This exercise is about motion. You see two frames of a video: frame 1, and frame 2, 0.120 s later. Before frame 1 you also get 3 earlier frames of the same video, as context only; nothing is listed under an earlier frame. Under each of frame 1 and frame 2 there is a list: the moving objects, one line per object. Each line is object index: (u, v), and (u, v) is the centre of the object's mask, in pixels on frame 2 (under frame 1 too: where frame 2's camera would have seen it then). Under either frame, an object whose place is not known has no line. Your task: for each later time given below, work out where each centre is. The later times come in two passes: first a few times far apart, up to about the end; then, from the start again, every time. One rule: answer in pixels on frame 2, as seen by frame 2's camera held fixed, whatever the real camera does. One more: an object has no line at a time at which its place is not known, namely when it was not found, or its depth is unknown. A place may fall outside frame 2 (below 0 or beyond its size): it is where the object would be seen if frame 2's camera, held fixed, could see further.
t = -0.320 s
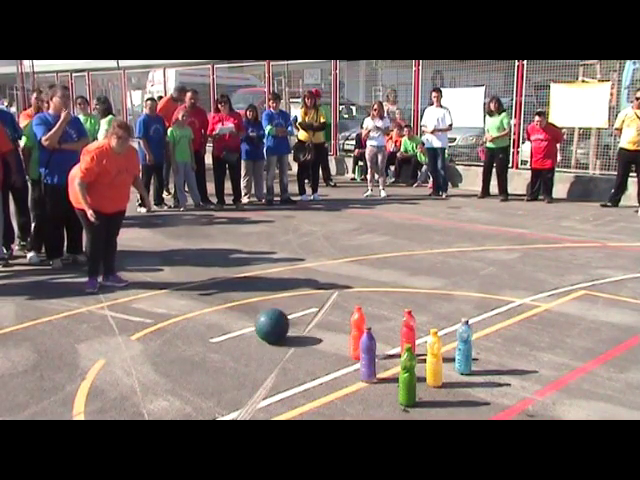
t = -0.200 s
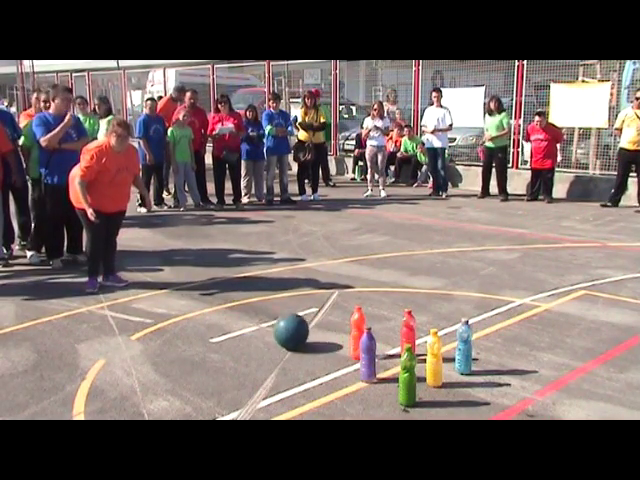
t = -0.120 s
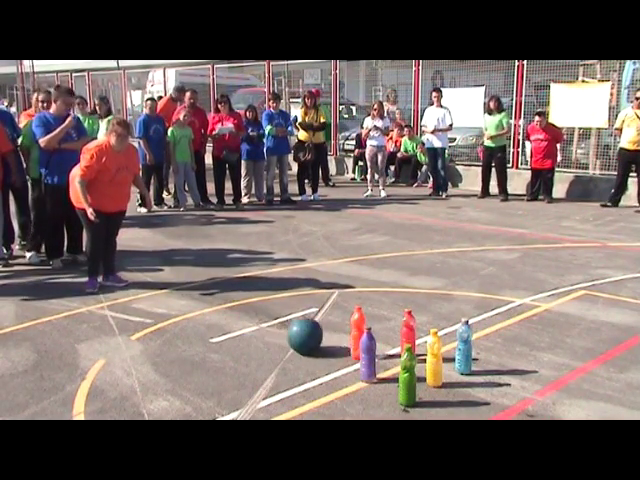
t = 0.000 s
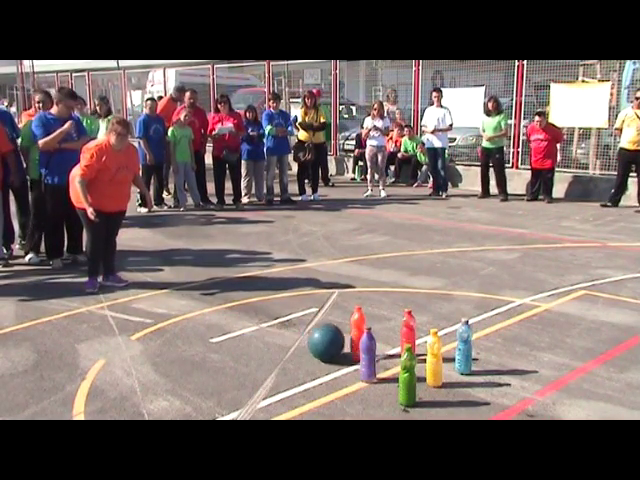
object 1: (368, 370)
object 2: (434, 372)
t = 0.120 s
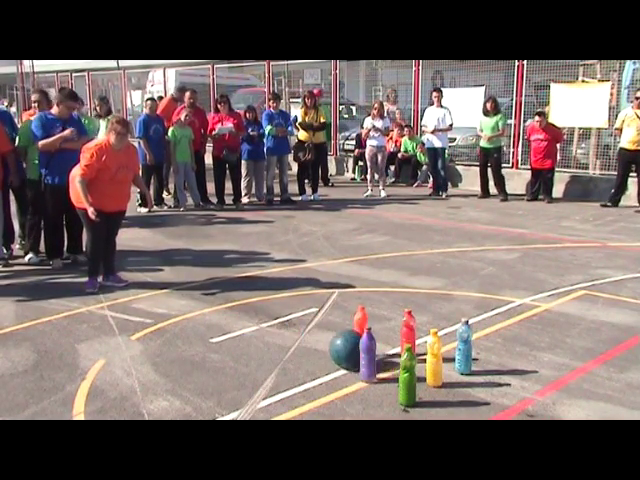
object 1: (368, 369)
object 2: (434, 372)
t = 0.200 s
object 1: (370, 370)
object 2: (434, 371)
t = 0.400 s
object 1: (387, 388)
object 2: (434, 371)
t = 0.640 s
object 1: (390, 394)
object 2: (467, 382)
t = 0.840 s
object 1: (390, 395)
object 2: (486, 387)
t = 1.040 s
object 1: (389, 395)
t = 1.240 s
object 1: (390, 395)
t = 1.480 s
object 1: (390, 395)
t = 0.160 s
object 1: (368, 369)
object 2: (434, 371)
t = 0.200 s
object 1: (370, 370)
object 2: (434, 371)
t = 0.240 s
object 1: (373, 372)
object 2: (434, 371)
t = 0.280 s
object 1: (375, 376)
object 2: (434, 371)
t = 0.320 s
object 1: (377, 379)
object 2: (434, 371)
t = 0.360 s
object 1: (386, 381)
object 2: (434, 371)
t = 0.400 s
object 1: (387, 388)
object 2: (434, 371)
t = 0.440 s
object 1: (387, 391)
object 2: (434, 371)
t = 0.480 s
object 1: (388, 391)
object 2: (438, 370)
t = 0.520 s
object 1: (390, 392)
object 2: (447, 369)
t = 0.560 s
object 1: (390, 392)
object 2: (455, 372)
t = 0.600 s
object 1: (390, 393)
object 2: (459, 378)
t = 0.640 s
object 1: (390, 394)
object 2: (467, 382)
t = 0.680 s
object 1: (390, 394)
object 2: (472, 383)
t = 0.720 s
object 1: (390, 395)
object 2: (473, 384)
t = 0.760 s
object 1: (390, 395)
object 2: (477, 385)
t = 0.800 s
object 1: (390, 395)
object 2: (482, 386)
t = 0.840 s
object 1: (390, 395)
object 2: (486, 387)
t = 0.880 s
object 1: (389, 395)
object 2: (488, 388)
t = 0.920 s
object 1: (389, 395)
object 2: (493, 390)
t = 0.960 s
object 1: (389, 395)
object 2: (496, 388)
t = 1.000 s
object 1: (389, 395)
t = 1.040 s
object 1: (389, 395)
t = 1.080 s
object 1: (389, 395)
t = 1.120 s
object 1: (389, 395)
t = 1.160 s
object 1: (390, 395)
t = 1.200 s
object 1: (390, 395)
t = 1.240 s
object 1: (390, 395)
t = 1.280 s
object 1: (390, 395)
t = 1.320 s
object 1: (390, 395)
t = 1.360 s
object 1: (390, 395)
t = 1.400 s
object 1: (390, 395)
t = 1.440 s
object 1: (390, 395)
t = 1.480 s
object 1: (390, 395)
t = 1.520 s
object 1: (390, 395)
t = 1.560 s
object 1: (390, 395)
